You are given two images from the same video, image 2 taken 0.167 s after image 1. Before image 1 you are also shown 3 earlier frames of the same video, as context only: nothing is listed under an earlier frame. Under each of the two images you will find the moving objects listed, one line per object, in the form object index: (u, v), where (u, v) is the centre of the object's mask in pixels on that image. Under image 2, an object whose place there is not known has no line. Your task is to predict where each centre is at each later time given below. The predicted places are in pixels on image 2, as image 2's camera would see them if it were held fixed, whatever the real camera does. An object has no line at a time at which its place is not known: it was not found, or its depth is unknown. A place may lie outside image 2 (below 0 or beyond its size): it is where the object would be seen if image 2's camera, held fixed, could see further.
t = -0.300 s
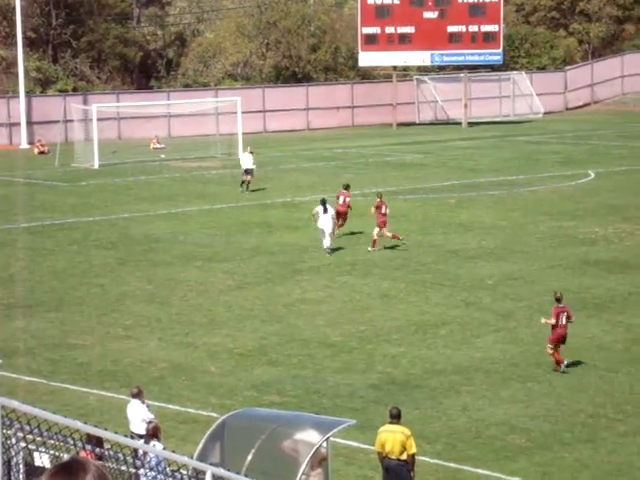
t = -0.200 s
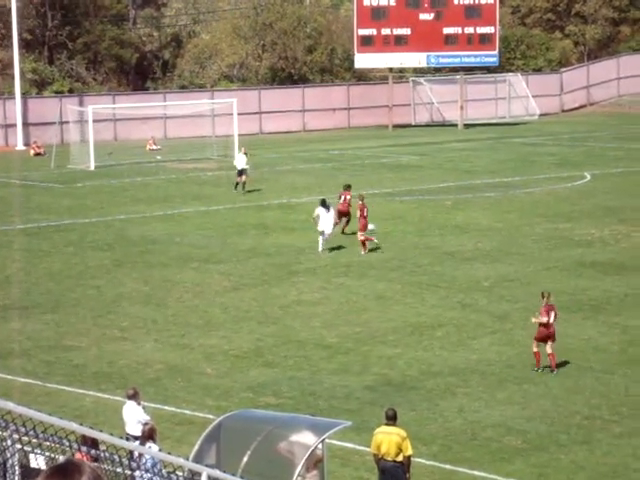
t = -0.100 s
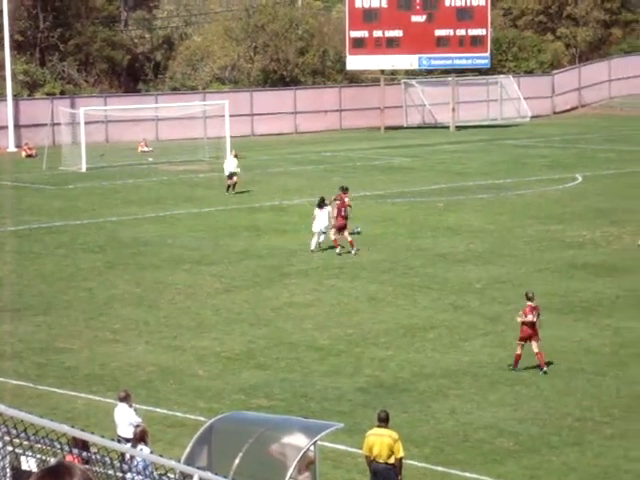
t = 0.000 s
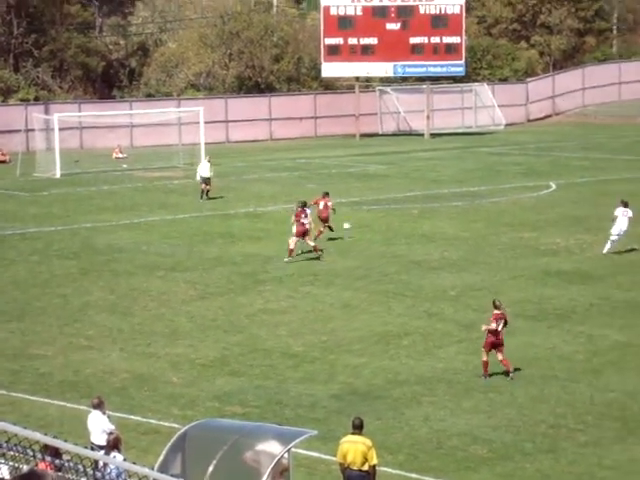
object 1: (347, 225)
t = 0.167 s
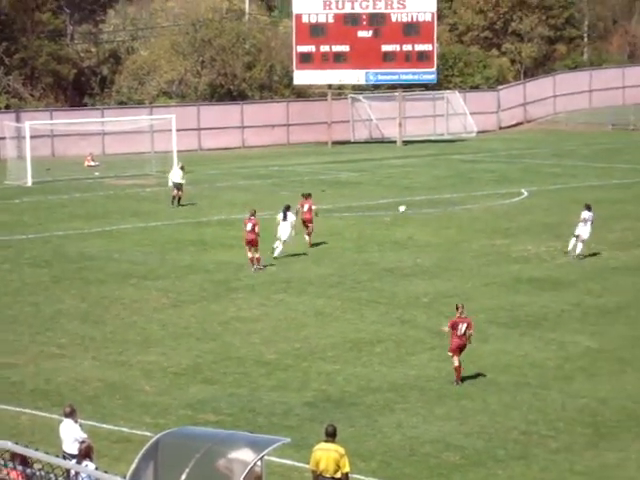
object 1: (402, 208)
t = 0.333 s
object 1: (479, 194)
